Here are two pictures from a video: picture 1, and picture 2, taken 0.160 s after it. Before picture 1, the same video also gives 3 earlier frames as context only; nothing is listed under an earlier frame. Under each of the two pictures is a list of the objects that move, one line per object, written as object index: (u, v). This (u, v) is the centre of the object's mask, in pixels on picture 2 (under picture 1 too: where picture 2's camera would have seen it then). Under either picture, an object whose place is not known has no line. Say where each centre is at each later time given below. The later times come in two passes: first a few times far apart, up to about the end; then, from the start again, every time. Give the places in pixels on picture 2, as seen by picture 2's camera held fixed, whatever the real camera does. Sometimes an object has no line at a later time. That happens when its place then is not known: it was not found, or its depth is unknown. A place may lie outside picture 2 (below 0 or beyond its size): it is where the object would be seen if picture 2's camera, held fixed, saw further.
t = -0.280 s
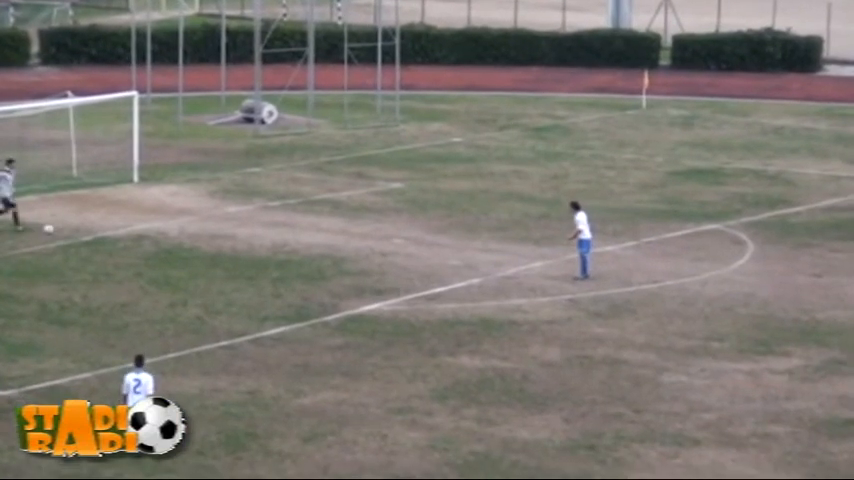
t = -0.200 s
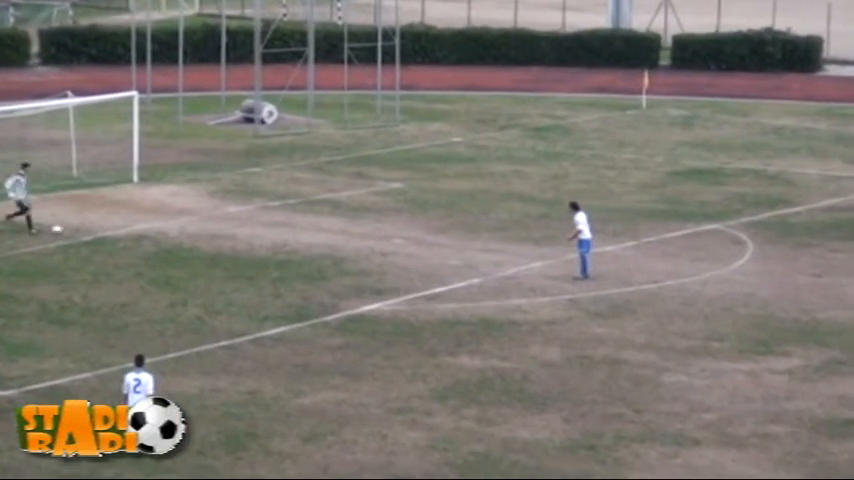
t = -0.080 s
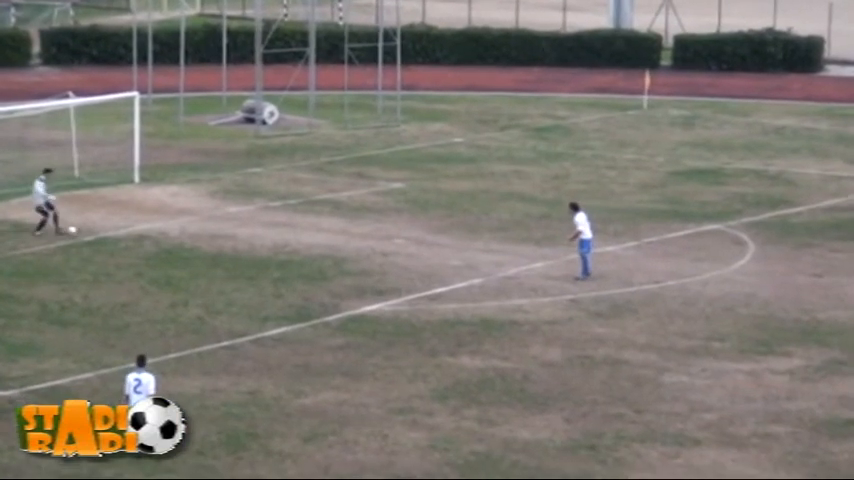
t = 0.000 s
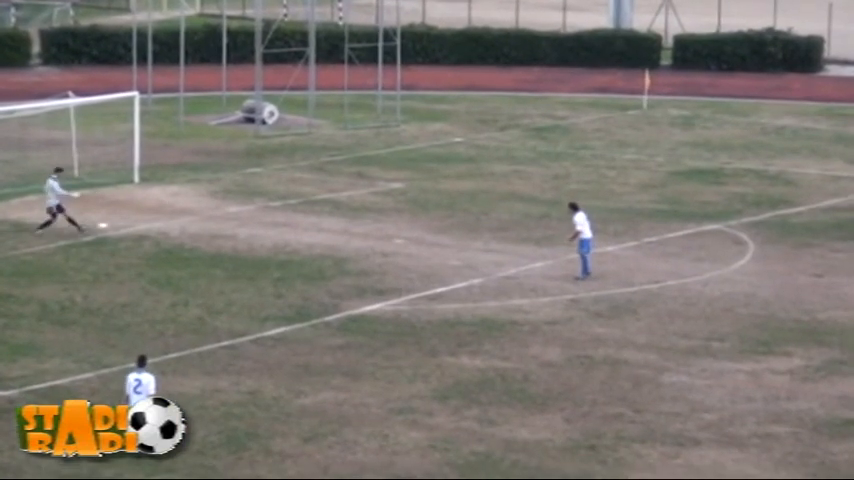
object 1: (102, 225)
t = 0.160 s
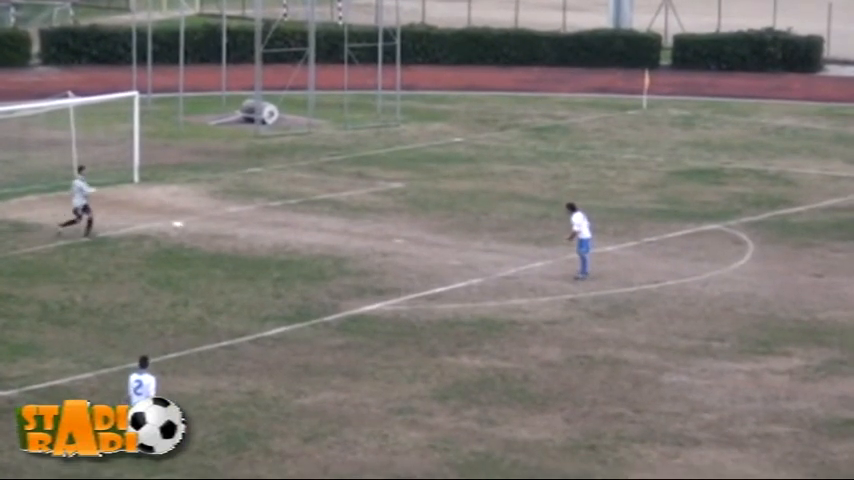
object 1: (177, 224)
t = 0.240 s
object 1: (213, 227)
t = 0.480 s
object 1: (319, 246)
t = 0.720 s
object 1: (397, 243)
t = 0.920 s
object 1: (461, 260)
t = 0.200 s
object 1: (195, 226)
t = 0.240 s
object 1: (213, 227)
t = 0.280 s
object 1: (233, 230)
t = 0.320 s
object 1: (251, 233)
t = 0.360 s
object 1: (268, 236)
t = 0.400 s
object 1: (286, 240)
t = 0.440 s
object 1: (304, 245)
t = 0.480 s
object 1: (319, 246)
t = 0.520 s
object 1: (333, 243)
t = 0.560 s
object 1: (345, 242)
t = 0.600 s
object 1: (358, 241)
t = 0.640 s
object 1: (372, 241)
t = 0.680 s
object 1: (384, 241)
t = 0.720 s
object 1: (397, 243)
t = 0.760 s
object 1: (410, 244)
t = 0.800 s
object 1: (423, 247)
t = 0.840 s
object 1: (436, 250)
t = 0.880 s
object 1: (449, 255)
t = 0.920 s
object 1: (461, 260)
